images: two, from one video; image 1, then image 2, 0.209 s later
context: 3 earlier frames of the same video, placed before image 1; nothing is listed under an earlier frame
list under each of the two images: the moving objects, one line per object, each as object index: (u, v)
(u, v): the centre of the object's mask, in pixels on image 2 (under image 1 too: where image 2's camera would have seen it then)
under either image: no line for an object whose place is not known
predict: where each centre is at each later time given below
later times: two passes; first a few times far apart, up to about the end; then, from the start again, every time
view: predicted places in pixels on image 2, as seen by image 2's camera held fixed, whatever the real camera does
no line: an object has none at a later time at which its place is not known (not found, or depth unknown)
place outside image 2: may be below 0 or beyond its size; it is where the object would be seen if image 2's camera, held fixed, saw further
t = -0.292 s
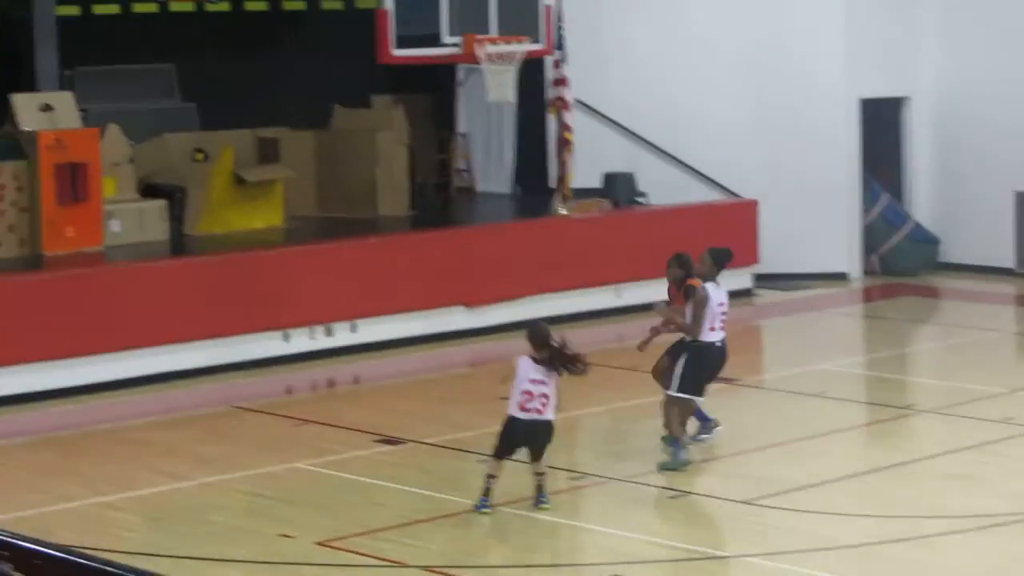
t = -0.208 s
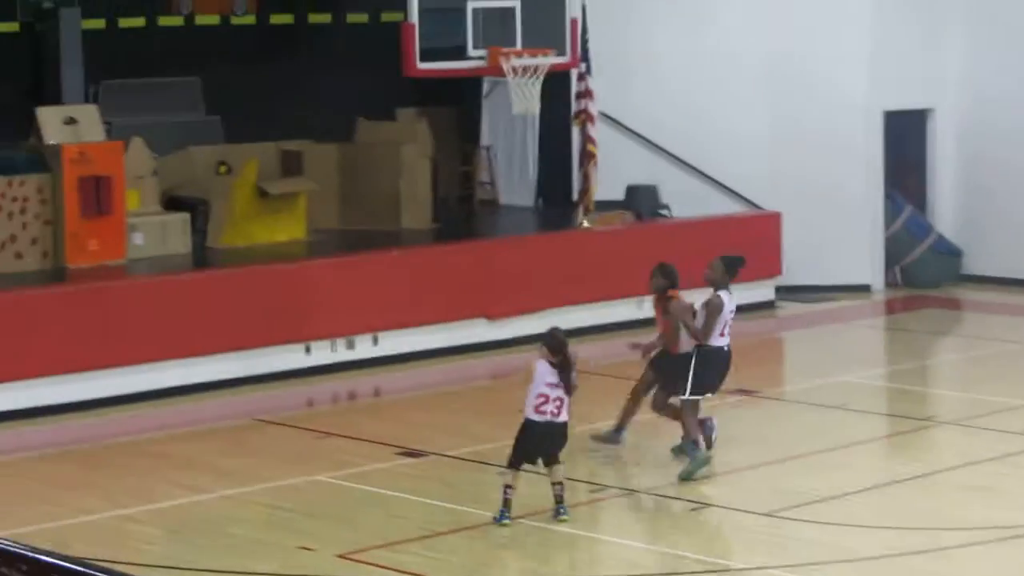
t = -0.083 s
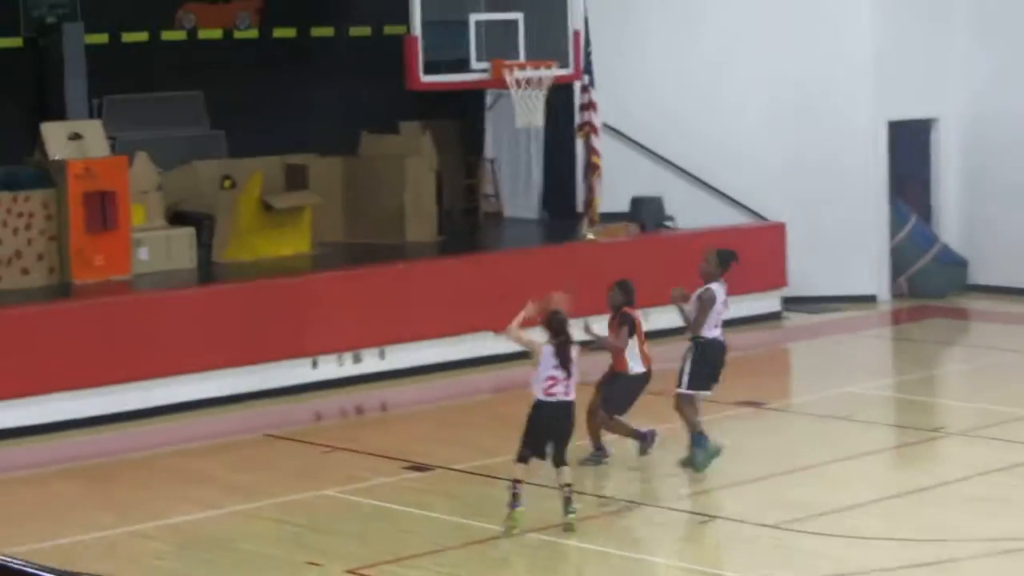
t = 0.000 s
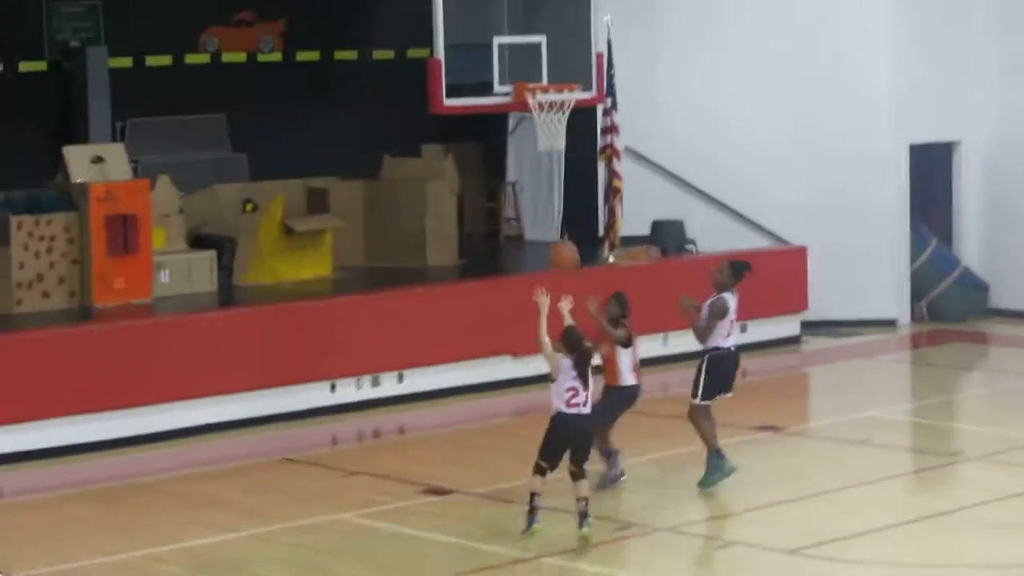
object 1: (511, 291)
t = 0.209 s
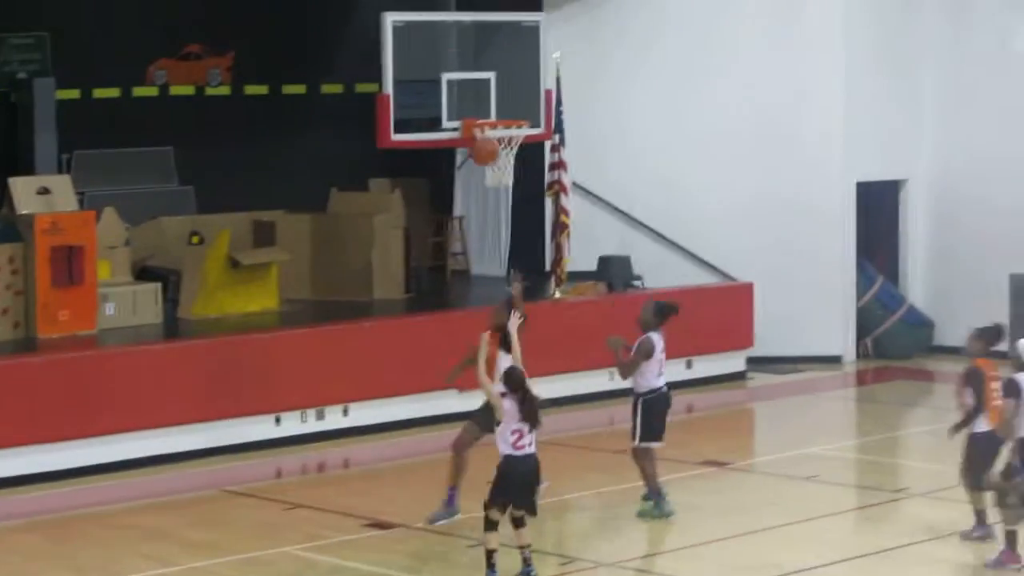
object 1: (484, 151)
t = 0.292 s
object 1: (476, 112)
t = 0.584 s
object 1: (448, 64)
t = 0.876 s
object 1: (485, 114)
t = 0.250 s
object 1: (484, 131)
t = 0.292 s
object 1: (476, 112)
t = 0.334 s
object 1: (473, 101)
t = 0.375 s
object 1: (468, 88)
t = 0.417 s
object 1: (464, 79)
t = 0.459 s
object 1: (459, 72)
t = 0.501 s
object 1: (454, 67)
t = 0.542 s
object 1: (450, 65)
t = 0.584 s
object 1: (448, 64)
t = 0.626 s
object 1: (445, 66)
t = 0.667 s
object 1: (441, 69)
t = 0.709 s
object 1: (438, 75)
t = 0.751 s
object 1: (437, 81)
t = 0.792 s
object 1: (452, 90)
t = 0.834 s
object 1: (469, 100)
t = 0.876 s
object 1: (485, 114)
